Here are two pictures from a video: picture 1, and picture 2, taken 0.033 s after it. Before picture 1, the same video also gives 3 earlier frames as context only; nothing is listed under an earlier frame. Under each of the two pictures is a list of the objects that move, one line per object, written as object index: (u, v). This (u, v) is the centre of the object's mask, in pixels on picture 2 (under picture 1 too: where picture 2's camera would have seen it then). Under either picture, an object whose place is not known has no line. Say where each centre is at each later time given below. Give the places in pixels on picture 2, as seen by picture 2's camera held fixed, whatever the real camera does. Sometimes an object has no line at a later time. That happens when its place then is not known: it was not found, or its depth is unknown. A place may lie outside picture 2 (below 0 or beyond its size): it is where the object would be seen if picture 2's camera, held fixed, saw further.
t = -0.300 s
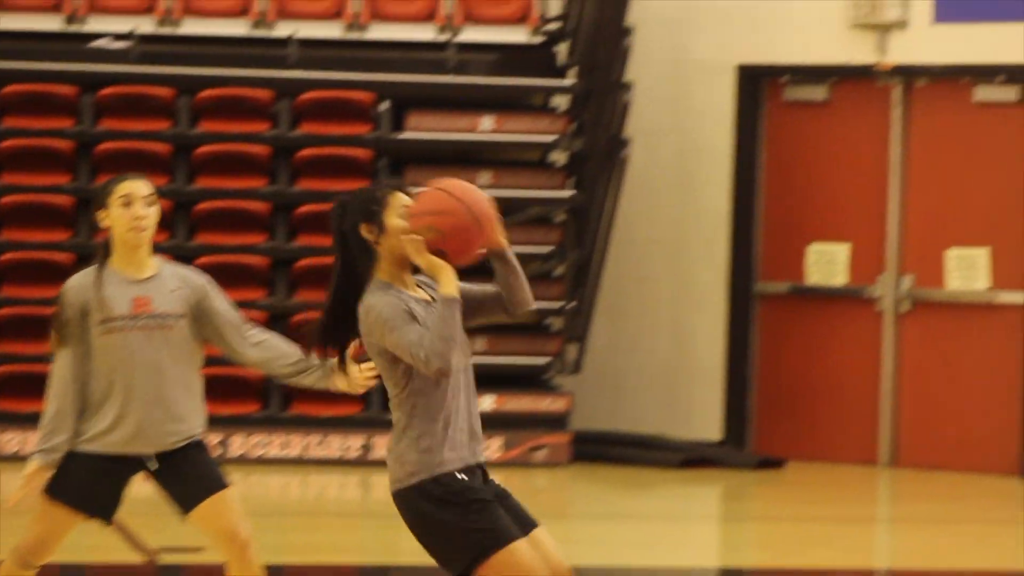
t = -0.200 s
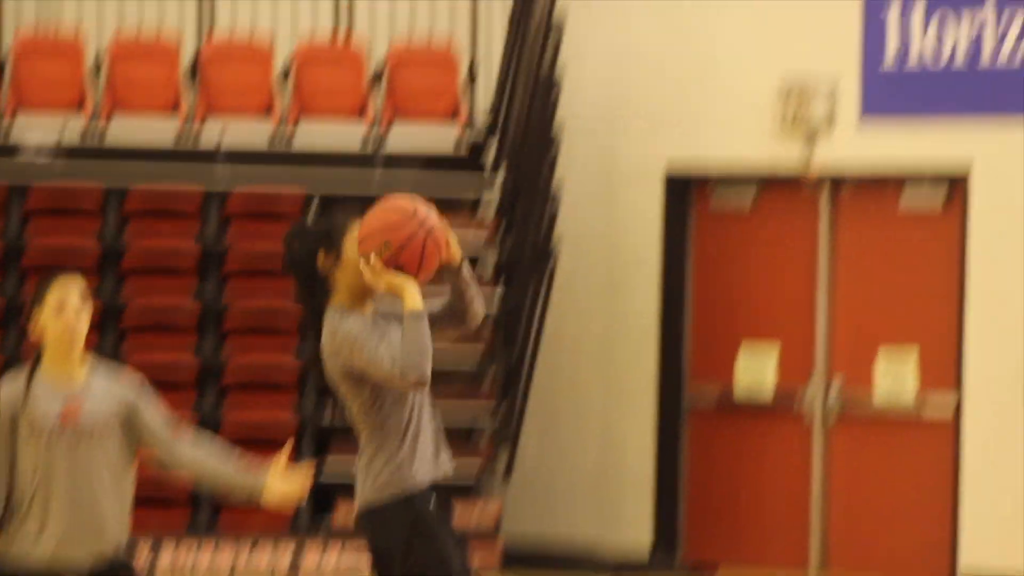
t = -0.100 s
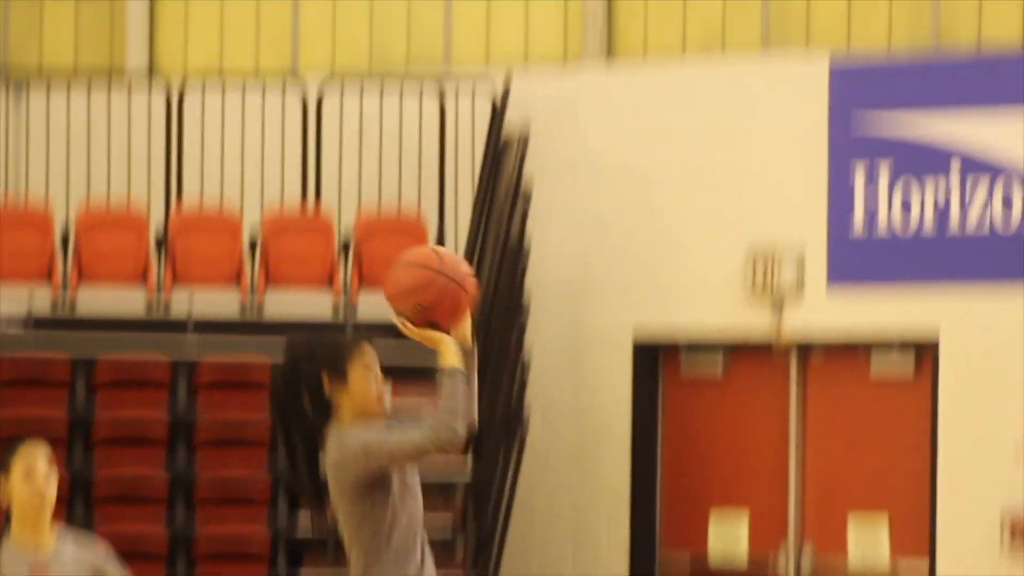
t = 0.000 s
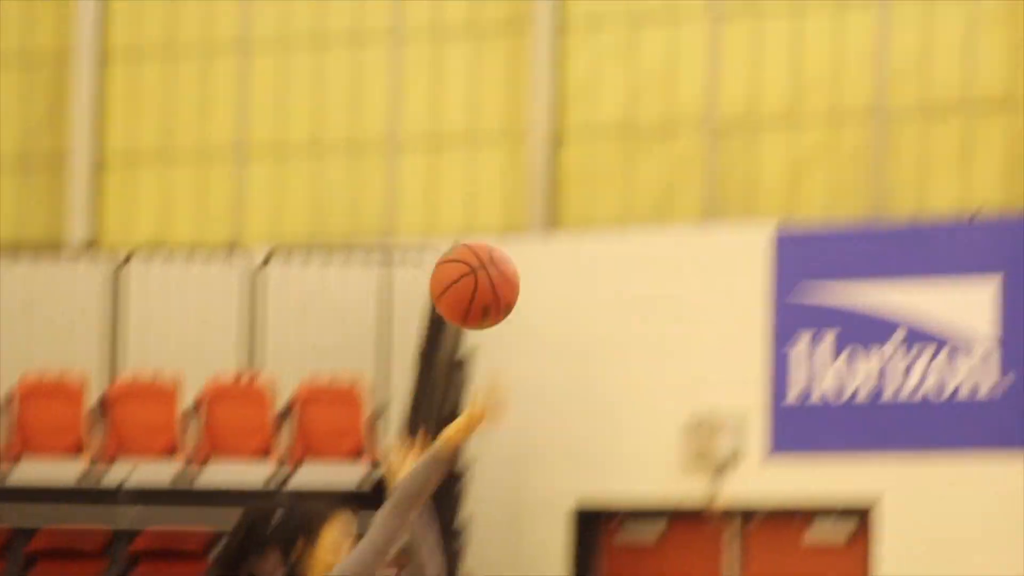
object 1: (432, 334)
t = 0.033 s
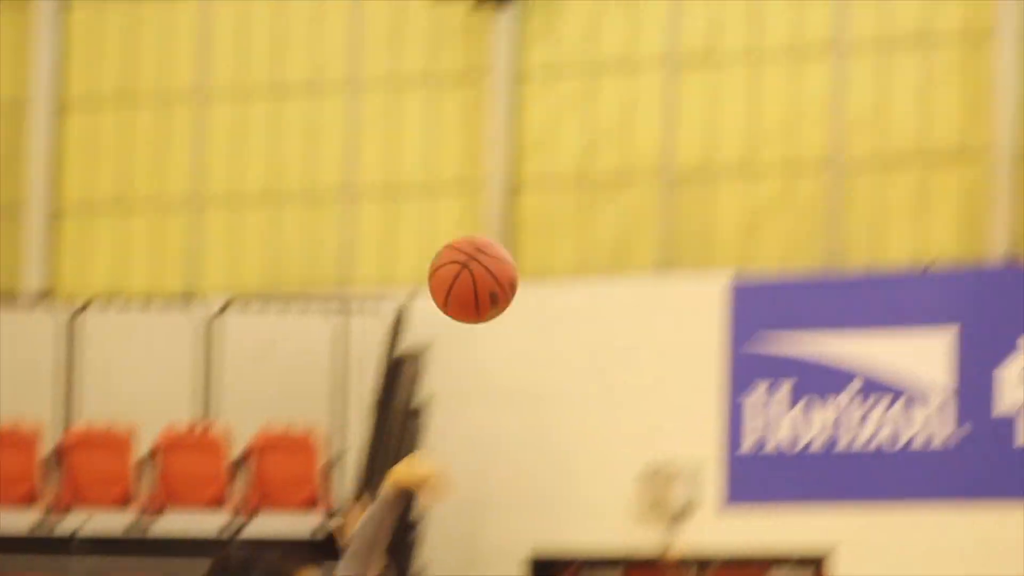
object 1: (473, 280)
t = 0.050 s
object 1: (492, 254)
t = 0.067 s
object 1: (513, 230)
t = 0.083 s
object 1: (533, 207)
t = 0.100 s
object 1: (553, 184)
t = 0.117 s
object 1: (573, 163)
